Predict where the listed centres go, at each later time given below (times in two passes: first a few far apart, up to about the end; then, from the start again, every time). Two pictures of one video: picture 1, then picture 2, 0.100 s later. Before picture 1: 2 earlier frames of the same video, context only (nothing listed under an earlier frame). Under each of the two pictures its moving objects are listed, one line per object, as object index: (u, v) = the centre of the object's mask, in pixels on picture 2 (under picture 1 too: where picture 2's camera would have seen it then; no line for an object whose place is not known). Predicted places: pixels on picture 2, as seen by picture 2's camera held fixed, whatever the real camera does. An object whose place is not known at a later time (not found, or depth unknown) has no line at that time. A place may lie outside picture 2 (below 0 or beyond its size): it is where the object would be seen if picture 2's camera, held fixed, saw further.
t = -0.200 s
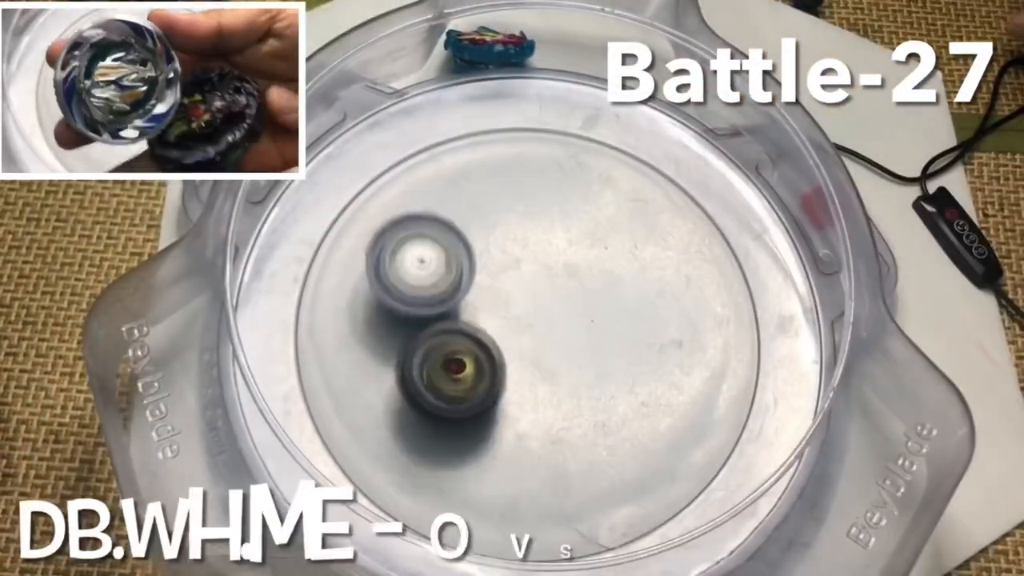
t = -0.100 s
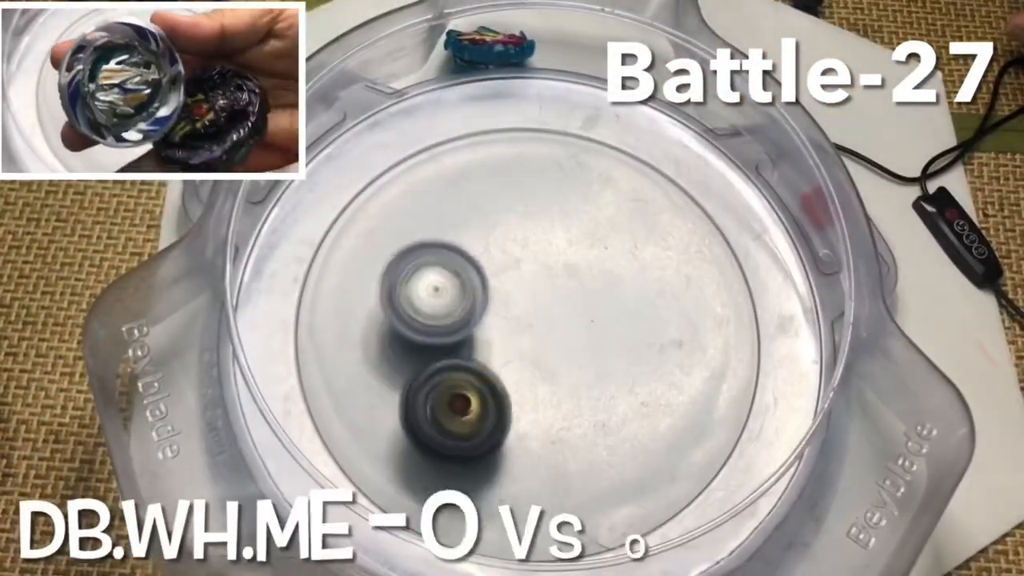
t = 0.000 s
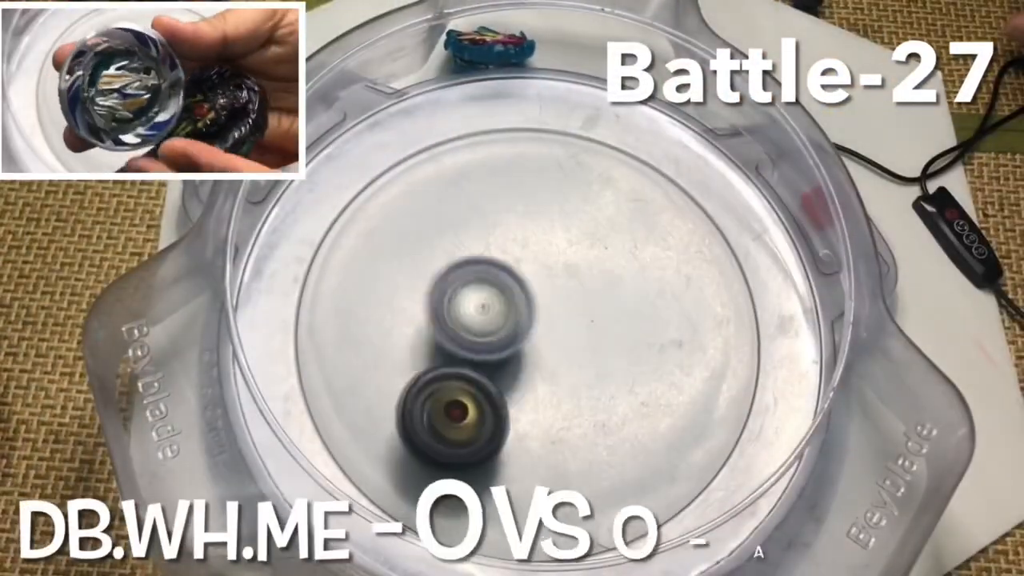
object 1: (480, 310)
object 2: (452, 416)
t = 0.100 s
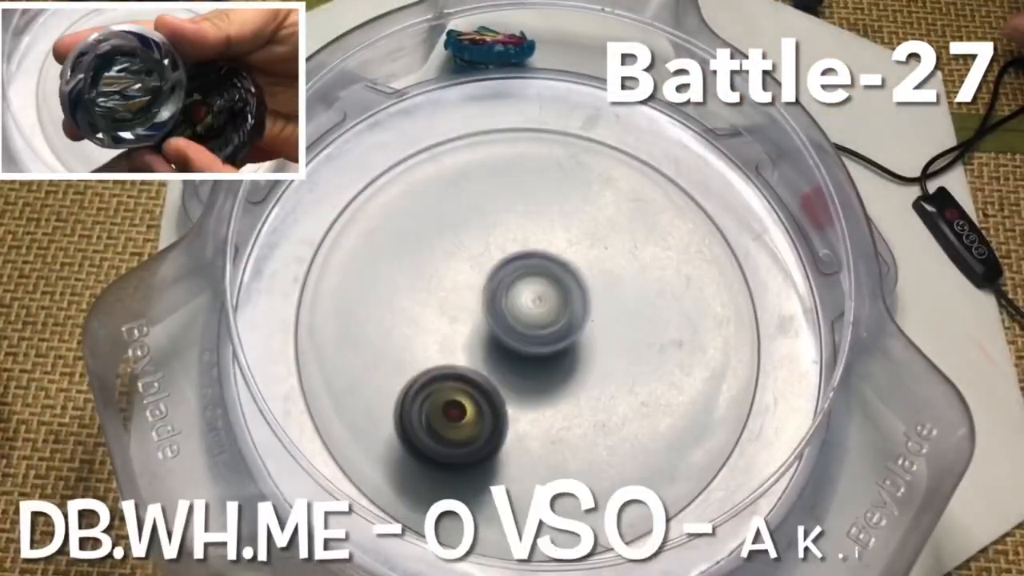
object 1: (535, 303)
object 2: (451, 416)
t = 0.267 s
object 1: (591, 249)
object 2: (457, 407)
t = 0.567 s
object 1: (517, 204)
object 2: (516, 385)
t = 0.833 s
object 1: (498, 320)
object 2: (586, 390)
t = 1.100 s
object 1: (498, 281)
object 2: (602, 417)
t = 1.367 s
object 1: (482, 266)
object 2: (573, 341)
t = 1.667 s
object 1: (512, 318)
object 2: (607, 276)
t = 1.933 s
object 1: (522, 326)
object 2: (636, 267)
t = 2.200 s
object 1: (541, 355)
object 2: (599, 263)
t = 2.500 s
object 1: (587, 395)
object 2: (619, 223)
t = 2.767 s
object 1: (524, 352)
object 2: (583, 222)
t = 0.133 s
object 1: (551, 295)
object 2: (451, 416)
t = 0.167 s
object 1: (566, 285)
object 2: (452, 415)
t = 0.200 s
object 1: (577, 274)
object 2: (453, 414)
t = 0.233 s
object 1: (586, 262)
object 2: (455, 412)
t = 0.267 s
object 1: (591, 249)
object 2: (457, 407)
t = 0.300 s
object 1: (593, 238)
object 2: (460, 403)
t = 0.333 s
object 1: (592, 228)
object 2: (462, 399)
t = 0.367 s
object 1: (588, 220)
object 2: (466, 394)
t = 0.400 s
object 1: (581, 215)
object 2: (471, 391)
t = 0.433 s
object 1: (572, 210)
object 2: (477, 387)
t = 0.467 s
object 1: (561, 207)
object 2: (483, 385)
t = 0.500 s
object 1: (547, 205)
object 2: (491, 383)
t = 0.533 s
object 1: (533, 204)
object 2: (501, 383)
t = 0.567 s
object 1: (517, 204)
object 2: (516, 385)
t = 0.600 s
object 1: (502, 208)
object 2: (529, 385)
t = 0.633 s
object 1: (488, 217)
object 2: (539, 385)
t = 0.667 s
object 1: (476, 229)
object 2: (549, 387)
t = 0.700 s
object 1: (470, 245)
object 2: (561, 388)
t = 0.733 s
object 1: (470, 263)
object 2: (570, 390)
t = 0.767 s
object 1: (474, 282)
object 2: (578, 390)
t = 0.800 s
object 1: (483, 301)
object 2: (583, 390)
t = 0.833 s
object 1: (498, 320)
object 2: (586, 390)
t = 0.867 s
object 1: (506, 315)
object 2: (596, 401)
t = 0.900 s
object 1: (503, 304)
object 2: (612, 418)
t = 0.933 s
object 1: (500, 301)
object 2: (622, 426)
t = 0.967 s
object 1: (496, 304)
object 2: (623, 427)
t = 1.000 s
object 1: (496, 293)
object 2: (620, 427)
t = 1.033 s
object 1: (497, 287)
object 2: (615, 426)
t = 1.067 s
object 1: (497, 287)
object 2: (608, 422)
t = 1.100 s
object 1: (498, 281)
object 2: (602, 417)
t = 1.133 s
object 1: (498, 279)
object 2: (595, 410)
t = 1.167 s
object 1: (498, 275)
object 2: (590, 402)
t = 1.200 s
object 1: (497, 272)
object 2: (585, 393)
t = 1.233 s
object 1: (495, 269)
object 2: (581, 383)
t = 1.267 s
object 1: (493, 267)
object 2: (577, 372)
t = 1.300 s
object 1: (490, 265)
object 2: (576, 361)
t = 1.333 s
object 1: (486, 265)
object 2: (574, 351)
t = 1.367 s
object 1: (482, 266)
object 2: (573, 341)
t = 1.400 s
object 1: (479, 270)
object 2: (572, 331)
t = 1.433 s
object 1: (477, 276)
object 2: (572, 323)
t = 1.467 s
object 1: (474, 280)
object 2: (574, 317)
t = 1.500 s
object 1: (472, 286)
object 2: (578, 311)
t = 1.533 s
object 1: (475, 292)
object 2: (583, 303)
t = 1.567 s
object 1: (480, 300)
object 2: (587, 294)
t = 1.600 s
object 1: (488, 307)
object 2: (593, 286)
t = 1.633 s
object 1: (499, 314)
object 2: (600, 281)
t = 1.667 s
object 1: (512, 318)
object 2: (607, 276)
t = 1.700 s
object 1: (516, 323)
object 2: (617, 272)
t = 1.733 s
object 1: (519, 327)
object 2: (623, 270)
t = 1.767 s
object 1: (523, 329)
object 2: (628, 272)
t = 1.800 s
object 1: (529, 329)
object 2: (629, 274)
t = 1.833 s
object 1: (535, 326)
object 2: (628, 275)
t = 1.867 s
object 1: (532, 325)
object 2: (632, 272)
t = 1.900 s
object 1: (526, 325)
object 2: (635, 269)
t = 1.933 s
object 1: (522, 326)
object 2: (636, 267)
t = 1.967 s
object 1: (518, 329)
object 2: (635, 267)
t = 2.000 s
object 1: (515, 333)
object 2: (633, 268)
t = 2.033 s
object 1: (514, 338)
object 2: (629, 268)
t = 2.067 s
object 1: (515, 342)
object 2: (624, 269)
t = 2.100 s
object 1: (520, 346)
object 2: (617, 270)
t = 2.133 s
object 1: (528, 348)
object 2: (610, 270)
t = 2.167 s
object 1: (538, 348)
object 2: (603, 269)
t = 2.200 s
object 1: (541, 355)
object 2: (599, 263)
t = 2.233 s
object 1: (534, 373)
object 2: (604, 243)
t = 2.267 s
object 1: (531, 387)
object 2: (606, 232)
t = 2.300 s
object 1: (531, 399)
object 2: (609, 226)
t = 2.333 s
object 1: (535, 407)
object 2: (612, 222)
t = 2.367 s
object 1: (542, 413)
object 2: (615, 219)
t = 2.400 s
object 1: (553, 414)
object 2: (617, 218)
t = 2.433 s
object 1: (565, 412)
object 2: (619, 219)
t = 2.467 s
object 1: (577, 404)
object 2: (620, 220)
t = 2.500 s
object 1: (587, 395)
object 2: (619, 223)
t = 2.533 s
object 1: (594, 382)
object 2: (617, 227)
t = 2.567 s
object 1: (597, 368)
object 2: (614, 231)
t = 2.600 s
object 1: (595, 351)
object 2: (609, 236)
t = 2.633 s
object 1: (586, 337)
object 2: (602, 240)
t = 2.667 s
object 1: (572, 339)
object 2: (596, 232)
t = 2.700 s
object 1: (556, 342)
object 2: (590, 224)
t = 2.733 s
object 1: (539, 346)
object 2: (586, 222)
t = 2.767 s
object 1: (524, 352)
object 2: (583, 222)
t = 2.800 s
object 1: (511, 359)
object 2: (578, 224)
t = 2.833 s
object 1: (500, 367)
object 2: (573, 227)
